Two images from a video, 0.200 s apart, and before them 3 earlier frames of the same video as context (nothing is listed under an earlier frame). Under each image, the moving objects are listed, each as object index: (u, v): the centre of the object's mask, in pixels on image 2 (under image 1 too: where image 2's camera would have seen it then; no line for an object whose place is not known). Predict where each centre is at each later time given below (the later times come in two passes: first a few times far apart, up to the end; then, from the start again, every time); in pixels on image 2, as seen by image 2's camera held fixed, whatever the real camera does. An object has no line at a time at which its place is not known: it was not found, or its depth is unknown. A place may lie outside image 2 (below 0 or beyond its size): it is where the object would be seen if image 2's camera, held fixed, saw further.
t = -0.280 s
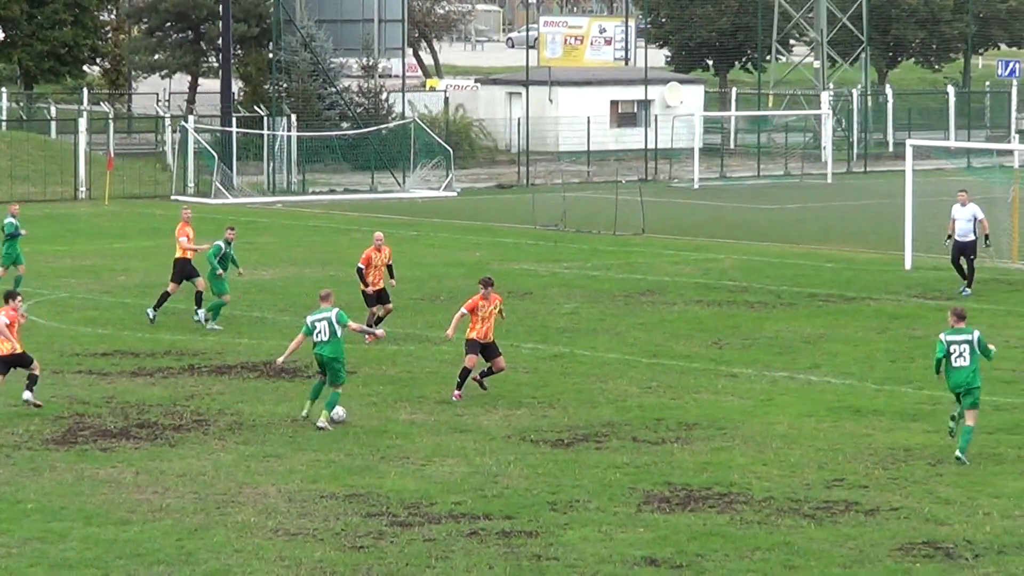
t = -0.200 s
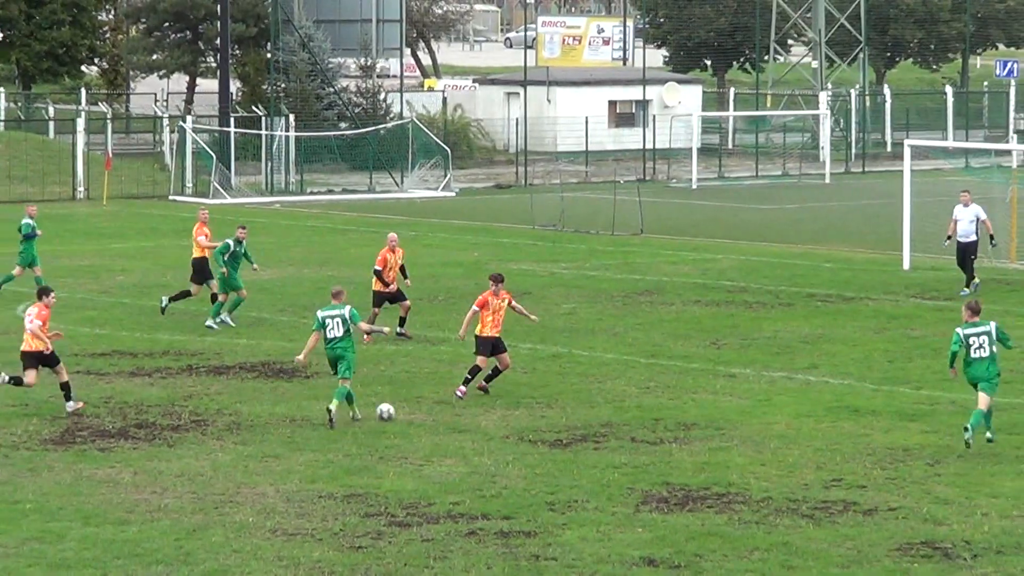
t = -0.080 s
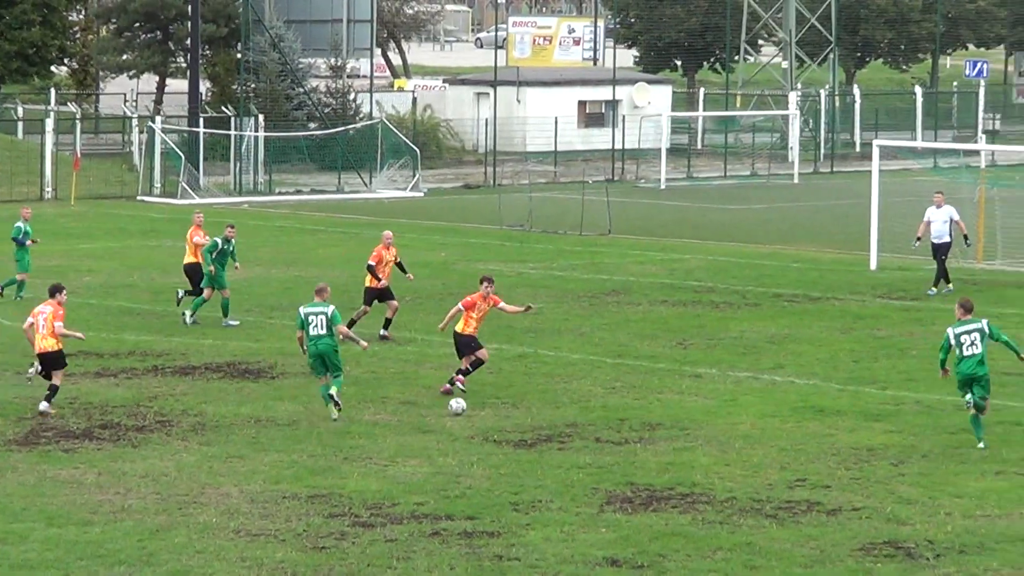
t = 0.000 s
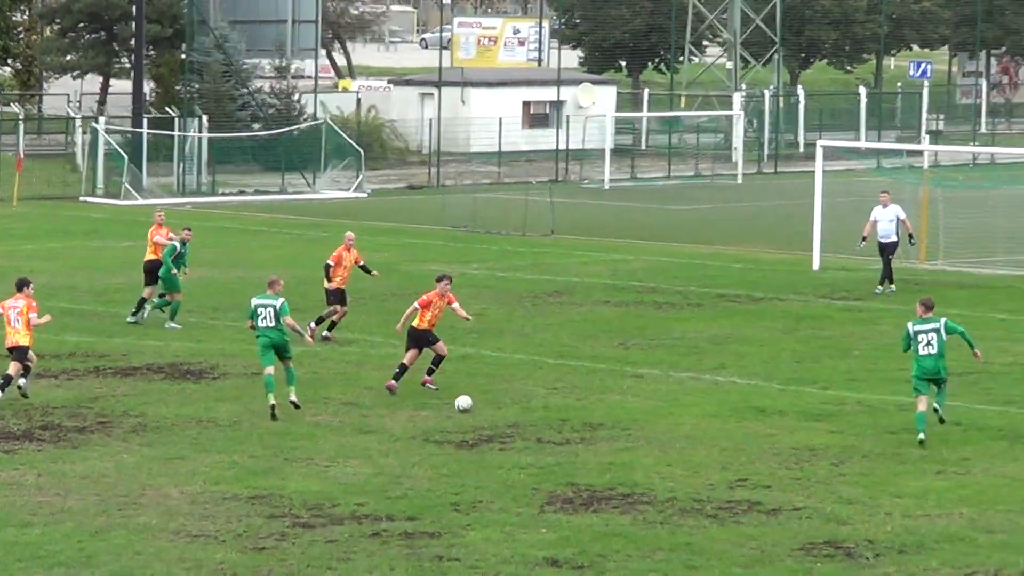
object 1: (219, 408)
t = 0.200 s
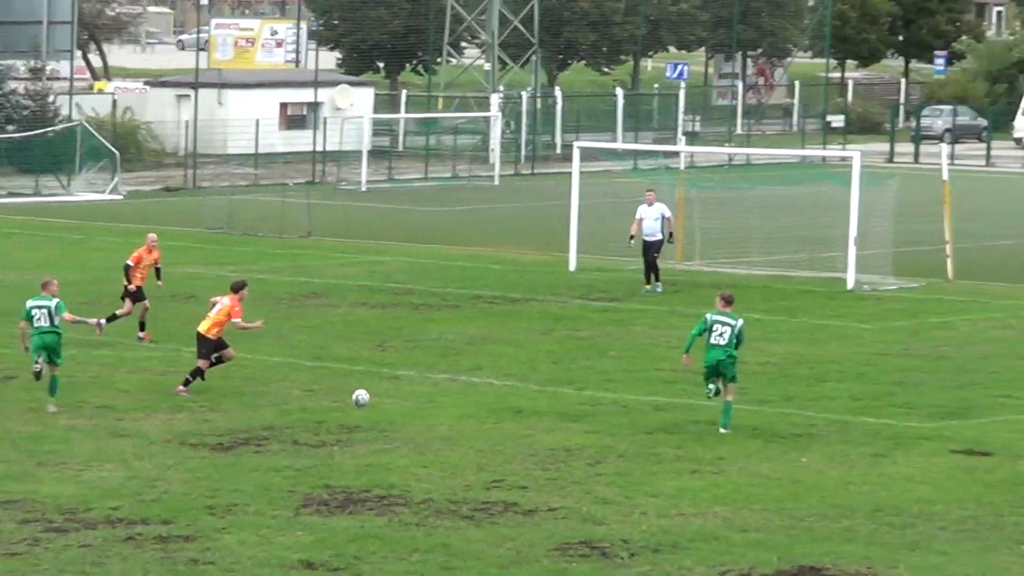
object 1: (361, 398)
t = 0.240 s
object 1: (387, 398)
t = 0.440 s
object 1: (489, 386)
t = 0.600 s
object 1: (564, 385)
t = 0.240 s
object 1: (387, 398)
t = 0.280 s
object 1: (409, 394)
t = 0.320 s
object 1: (430, 390)
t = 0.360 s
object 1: (450, 387)
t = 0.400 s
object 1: (470, 386)
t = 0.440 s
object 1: (489, 386)
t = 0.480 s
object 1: (509, 388)
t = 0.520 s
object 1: (527, 390)
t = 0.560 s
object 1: (546, 387)
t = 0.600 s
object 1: (564, 385)
